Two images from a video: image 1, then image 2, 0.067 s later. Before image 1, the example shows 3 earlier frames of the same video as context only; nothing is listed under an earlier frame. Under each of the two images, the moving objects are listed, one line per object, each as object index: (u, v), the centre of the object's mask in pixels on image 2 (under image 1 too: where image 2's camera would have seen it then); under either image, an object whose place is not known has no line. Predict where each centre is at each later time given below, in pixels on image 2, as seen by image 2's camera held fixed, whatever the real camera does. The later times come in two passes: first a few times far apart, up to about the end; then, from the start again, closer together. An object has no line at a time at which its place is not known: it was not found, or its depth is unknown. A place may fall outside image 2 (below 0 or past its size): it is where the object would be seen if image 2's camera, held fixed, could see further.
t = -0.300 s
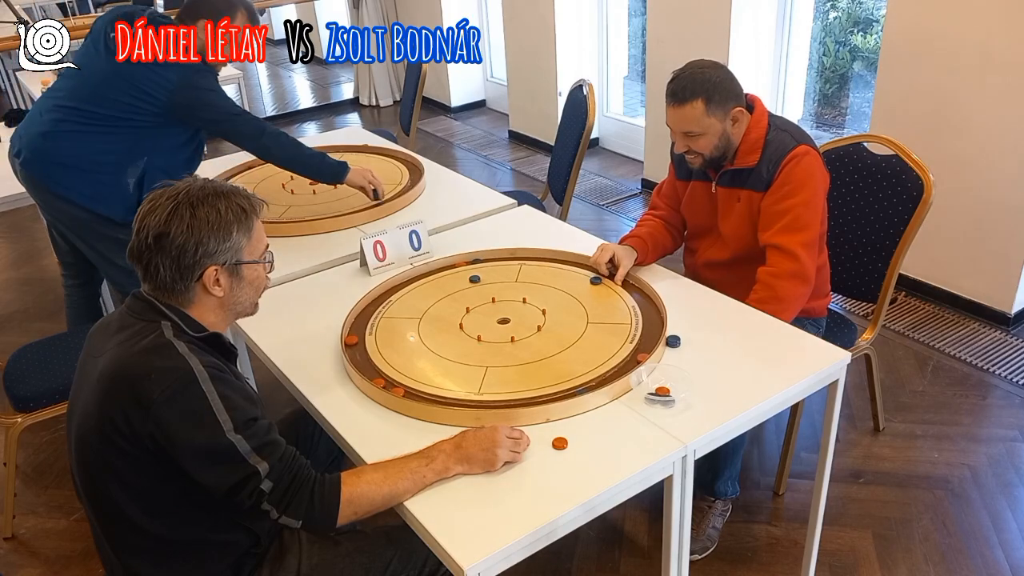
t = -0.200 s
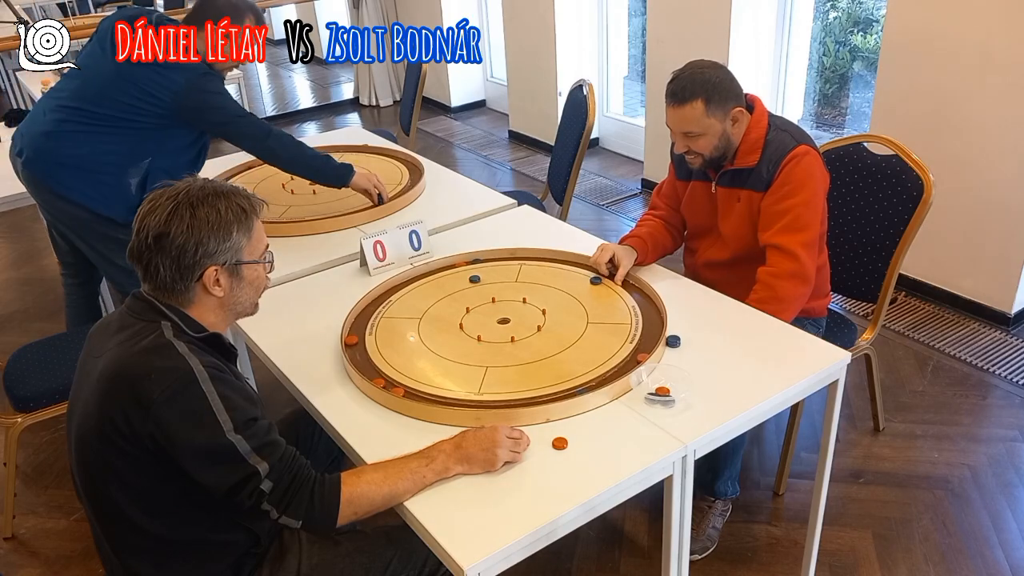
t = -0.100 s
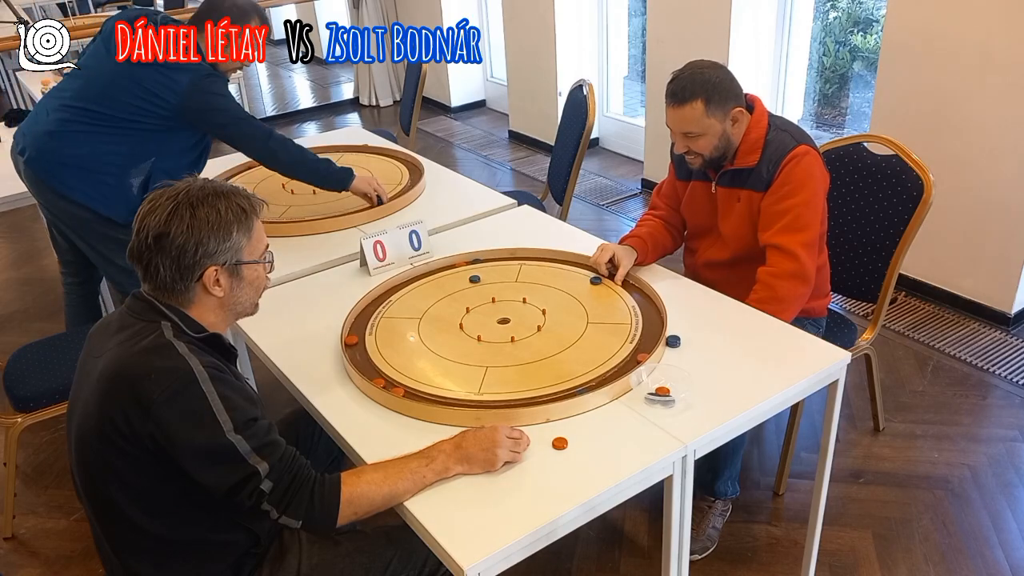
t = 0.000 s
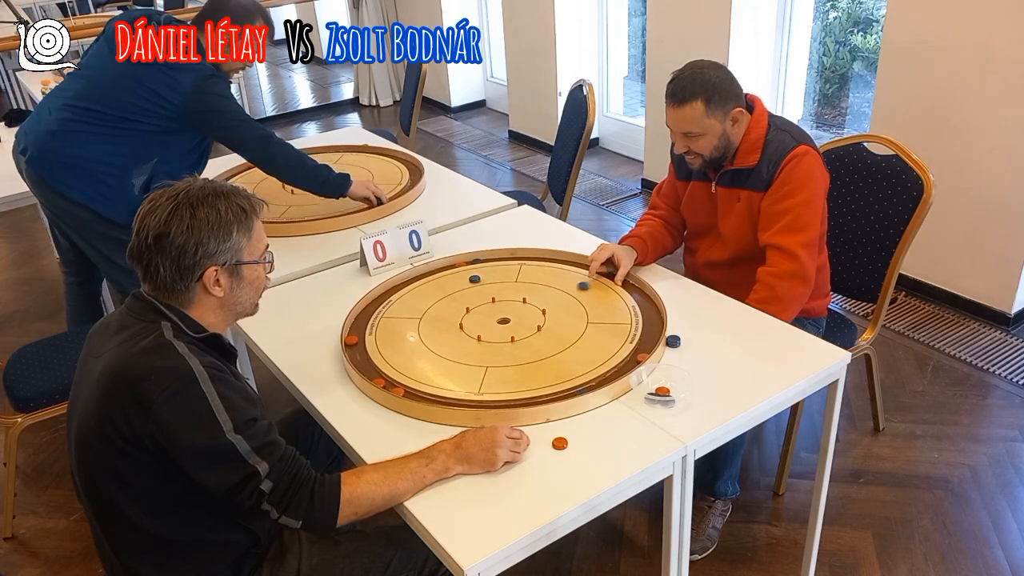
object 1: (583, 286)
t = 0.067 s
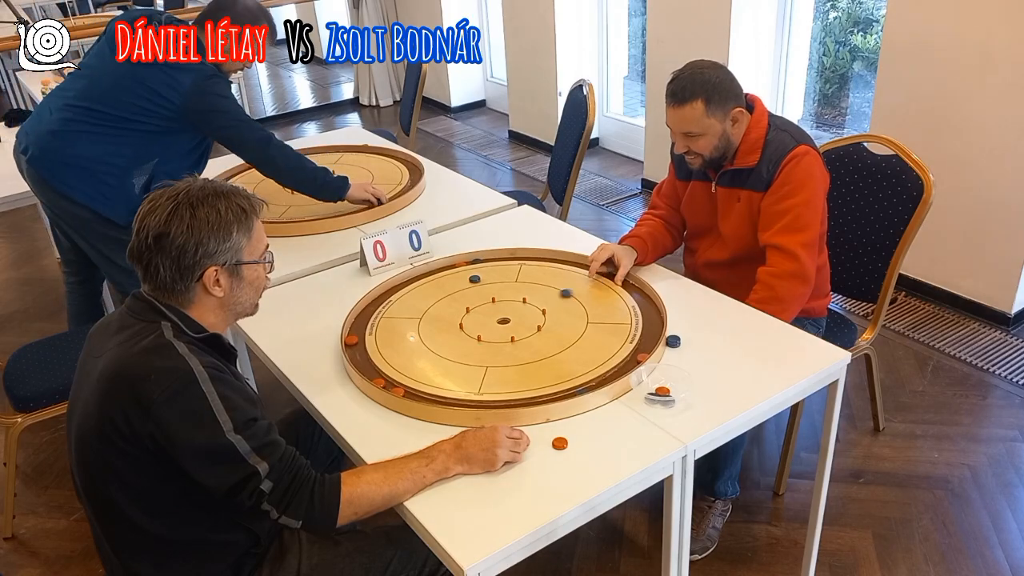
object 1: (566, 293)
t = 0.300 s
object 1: (510, 317)
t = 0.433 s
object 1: (499, 314)
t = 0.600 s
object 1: (499, 314)
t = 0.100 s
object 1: (557, 297)
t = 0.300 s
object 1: (510, 317)
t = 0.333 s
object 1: (504, 320)
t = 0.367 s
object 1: (500, 316)
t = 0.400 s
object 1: (499, 314)
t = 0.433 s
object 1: (499, 314)
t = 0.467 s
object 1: (500, 315)
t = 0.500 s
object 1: (499, 313)
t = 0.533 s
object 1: (500, 314)
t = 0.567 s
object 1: (499, 313)
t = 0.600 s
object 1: (499, 314)
